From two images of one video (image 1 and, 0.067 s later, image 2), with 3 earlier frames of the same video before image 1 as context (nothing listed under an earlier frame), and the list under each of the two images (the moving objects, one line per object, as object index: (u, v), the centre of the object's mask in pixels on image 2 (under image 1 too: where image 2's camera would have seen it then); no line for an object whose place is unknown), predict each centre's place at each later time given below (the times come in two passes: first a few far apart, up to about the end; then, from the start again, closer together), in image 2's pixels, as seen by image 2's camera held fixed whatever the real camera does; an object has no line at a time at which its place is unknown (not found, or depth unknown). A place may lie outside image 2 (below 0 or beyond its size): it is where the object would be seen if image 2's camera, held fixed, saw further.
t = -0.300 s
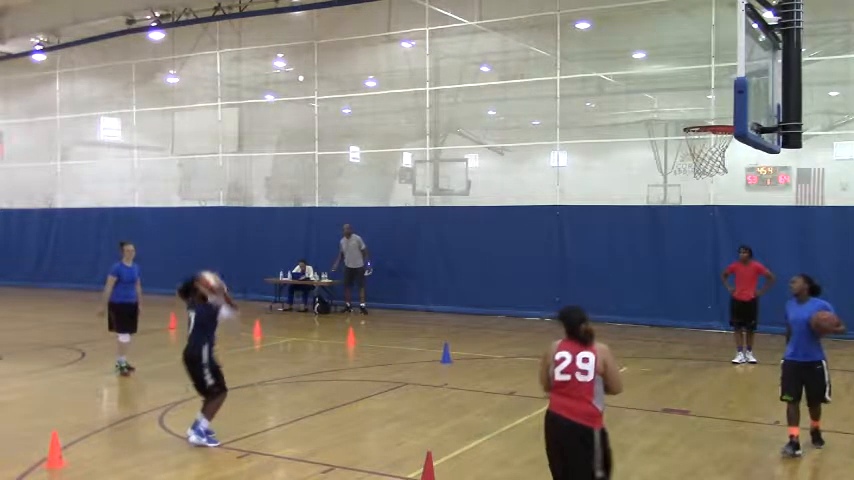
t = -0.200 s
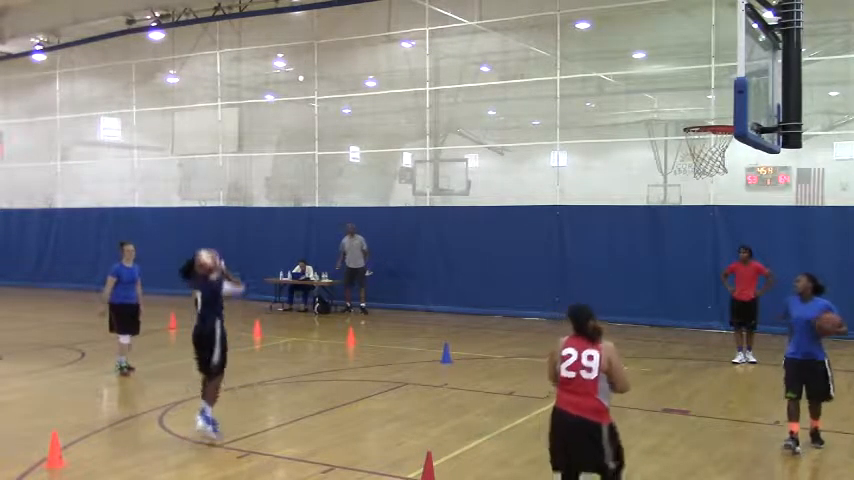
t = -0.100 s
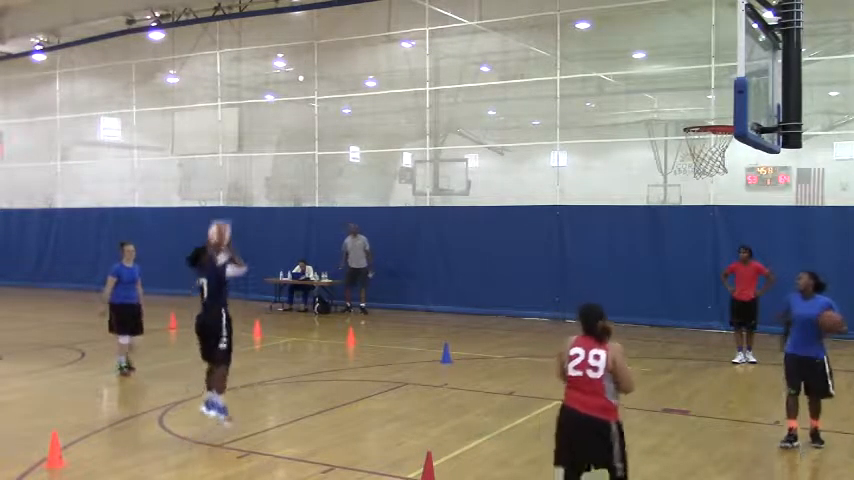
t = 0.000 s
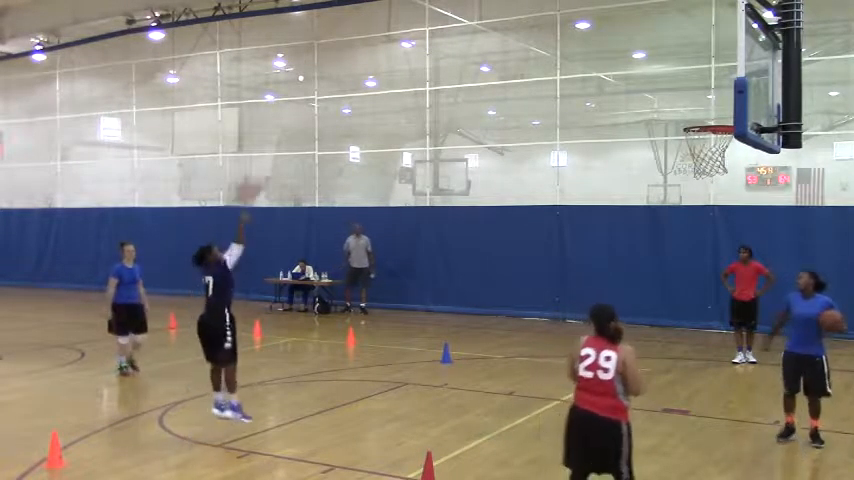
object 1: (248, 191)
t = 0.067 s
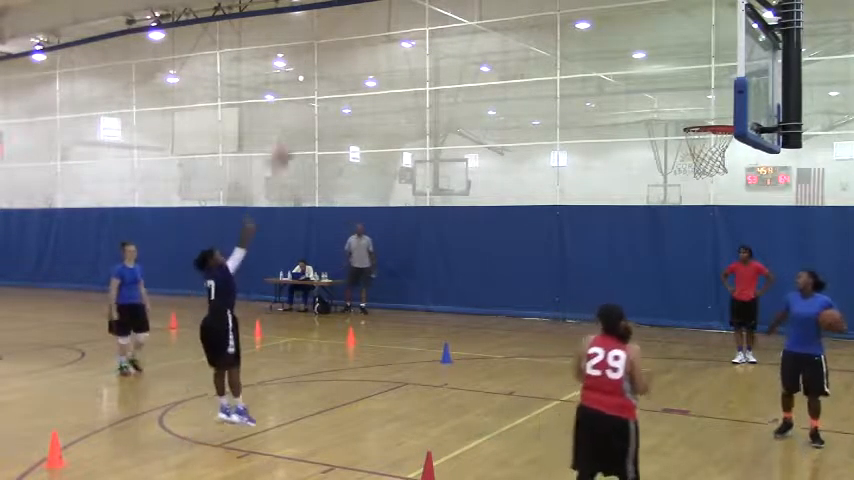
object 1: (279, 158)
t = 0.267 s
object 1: (377, 85)
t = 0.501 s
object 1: (490, 49)
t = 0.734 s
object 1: (609, 71)
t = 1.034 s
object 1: (689, 87)
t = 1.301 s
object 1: (683, 84)
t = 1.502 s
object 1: (680, 151)
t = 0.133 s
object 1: (312, 126)
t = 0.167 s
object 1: (328, 116)
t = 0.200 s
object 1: (343, 105)
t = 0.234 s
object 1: (360, 97)
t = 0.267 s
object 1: (377, 85)
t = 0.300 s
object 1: (395, 76)
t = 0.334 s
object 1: (411, 67)
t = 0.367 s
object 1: (427, 60)
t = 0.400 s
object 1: (443, 59)
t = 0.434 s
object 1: (458, 55)
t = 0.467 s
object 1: (475, 52)
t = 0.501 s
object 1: (490, 49)
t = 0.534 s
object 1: (511, 48)
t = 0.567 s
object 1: (527, 48)
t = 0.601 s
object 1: (541, 50)
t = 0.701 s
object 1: (593, 62)
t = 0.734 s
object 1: (609, 71)
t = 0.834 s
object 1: (663, 102)
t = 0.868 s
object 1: (680, 109)
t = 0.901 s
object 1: (691, 116)
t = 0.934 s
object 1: (691, 108)
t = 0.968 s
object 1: (691, 101)
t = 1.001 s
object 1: (690, 94)
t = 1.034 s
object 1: (689, 87)
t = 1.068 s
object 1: (689, 82)
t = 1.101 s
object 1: (688, 79)
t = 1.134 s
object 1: (687, 78)
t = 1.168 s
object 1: (688, 77)
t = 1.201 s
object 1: (686, 76)
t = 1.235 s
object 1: (686, 78)
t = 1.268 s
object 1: (684, 81)
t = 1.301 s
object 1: (683, 84)
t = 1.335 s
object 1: (682, 92)
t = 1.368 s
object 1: (682, 100)
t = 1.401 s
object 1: (680, 113)
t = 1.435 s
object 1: (677, 124)
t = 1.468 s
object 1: (679, 136)
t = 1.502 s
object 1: (680, 151)
